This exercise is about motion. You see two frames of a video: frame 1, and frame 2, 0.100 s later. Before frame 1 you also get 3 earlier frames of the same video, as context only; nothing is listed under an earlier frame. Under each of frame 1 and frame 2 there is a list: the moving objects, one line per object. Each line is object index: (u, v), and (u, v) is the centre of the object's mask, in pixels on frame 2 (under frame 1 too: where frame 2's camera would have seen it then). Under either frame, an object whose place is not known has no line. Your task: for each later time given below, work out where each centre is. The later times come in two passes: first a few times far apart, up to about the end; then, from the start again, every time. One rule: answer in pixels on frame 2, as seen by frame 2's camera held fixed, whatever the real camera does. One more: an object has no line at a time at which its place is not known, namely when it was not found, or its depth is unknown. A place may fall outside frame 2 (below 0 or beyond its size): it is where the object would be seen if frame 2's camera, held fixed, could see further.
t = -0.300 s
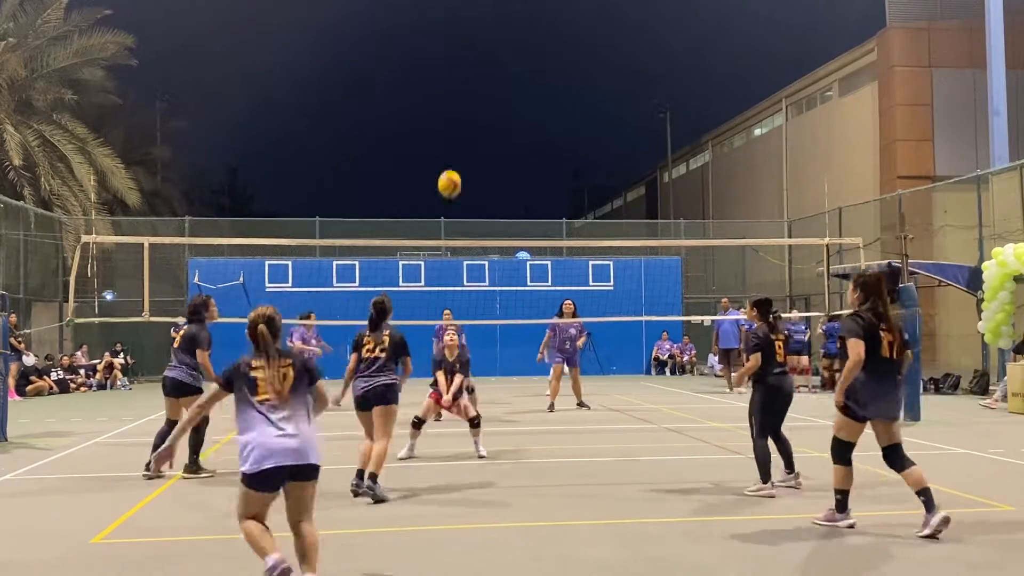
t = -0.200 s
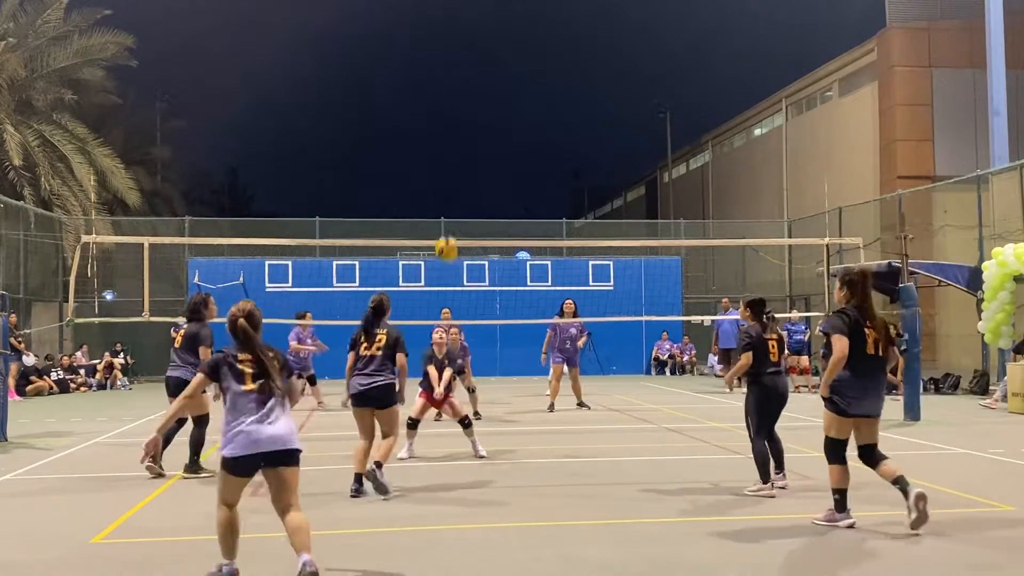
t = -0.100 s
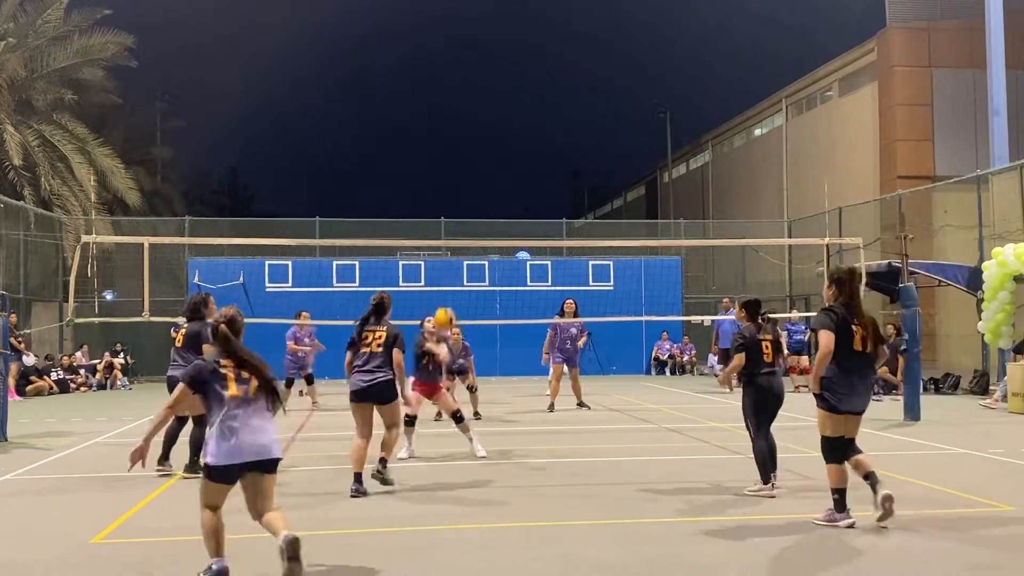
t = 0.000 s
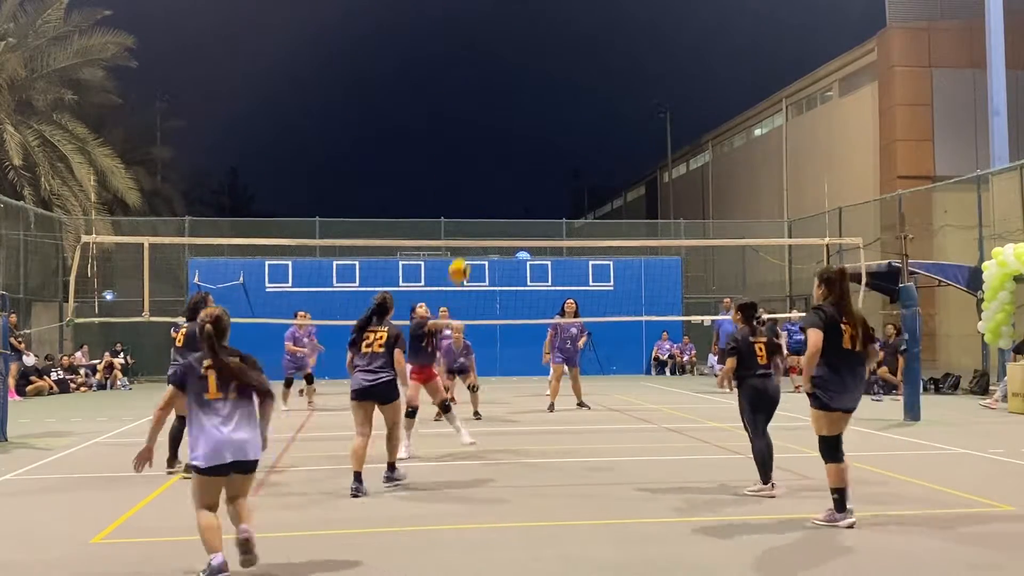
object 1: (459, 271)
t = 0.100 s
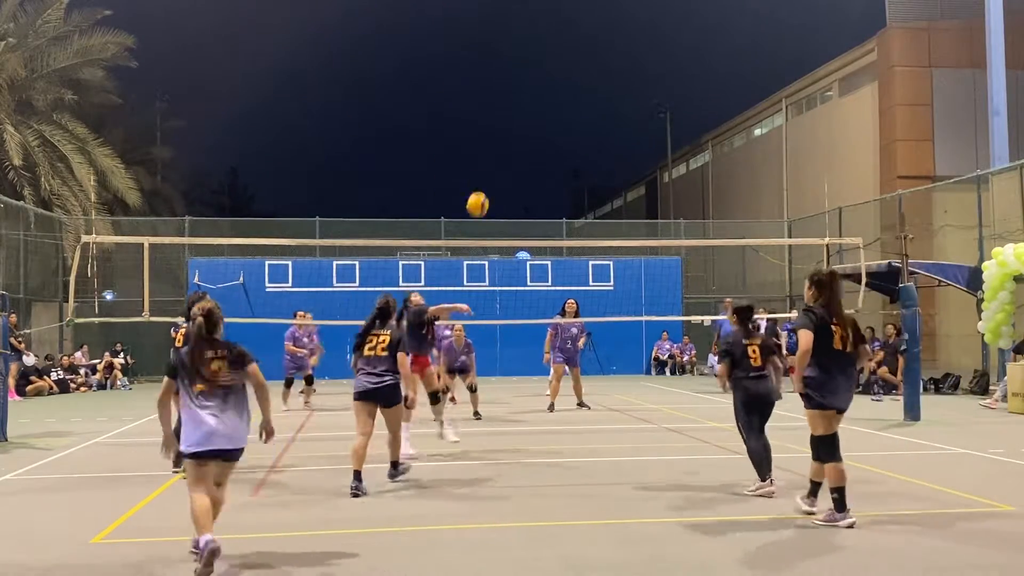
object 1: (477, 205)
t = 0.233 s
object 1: (501, 134)
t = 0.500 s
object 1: (546, 52)
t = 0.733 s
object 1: (584, 40)
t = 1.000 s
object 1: (624, 90)
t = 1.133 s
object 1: (643, 139)
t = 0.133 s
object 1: (484, 186)
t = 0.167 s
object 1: (489, 167)
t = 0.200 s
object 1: (495, 150)
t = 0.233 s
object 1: (501, 134)
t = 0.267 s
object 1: (506, 120)
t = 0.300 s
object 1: (512, 107)
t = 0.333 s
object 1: (518, 94)
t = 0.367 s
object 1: (523, 83)
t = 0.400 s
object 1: (529, 74)
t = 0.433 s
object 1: (534, 65)
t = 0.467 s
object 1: (540, 58)
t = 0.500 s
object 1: (546, 52)
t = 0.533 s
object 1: (551, 47)
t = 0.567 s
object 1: (557, 43)
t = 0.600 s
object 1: (562, 40)
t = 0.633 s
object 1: (568, 38)
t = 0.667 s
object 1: (573, 38)
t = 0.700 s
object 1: (578, 38)
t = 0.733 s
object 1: (584, 40)
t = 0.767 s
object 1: (589, 42)
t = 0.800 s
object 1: (594, 46)
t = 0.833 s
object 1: (599, 51)
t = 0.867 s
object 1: (604, 56)
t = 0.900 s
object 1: (610, 63)
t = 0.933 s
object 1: (615, 71)
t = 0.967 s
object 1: (619, 80)
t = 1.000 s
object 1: (624, 90)
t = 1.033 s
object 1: (629, 101)
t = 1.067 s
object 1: (634, 113)
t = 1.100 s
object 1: (639, 125)
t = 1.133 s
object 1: (643, 139)
